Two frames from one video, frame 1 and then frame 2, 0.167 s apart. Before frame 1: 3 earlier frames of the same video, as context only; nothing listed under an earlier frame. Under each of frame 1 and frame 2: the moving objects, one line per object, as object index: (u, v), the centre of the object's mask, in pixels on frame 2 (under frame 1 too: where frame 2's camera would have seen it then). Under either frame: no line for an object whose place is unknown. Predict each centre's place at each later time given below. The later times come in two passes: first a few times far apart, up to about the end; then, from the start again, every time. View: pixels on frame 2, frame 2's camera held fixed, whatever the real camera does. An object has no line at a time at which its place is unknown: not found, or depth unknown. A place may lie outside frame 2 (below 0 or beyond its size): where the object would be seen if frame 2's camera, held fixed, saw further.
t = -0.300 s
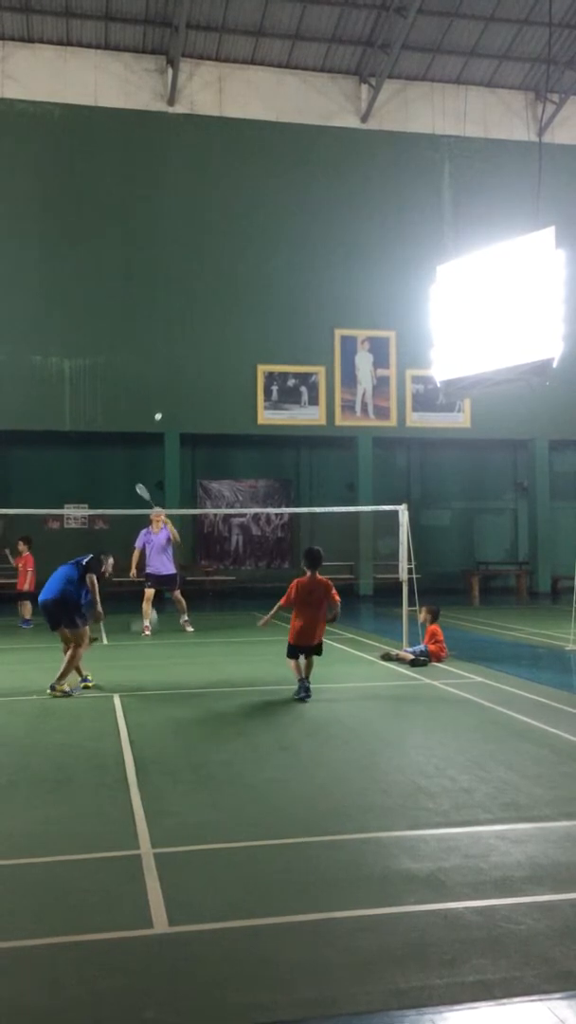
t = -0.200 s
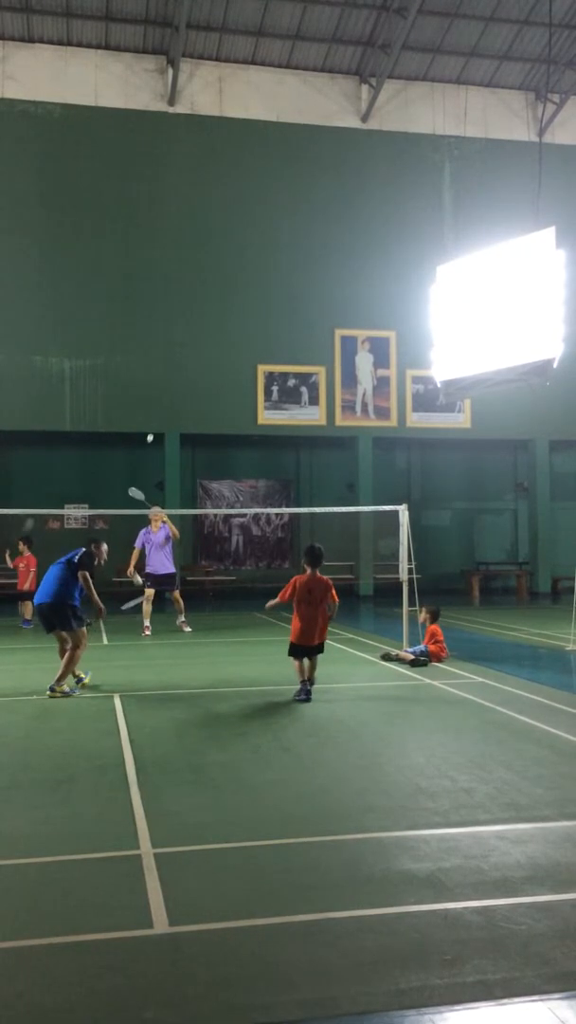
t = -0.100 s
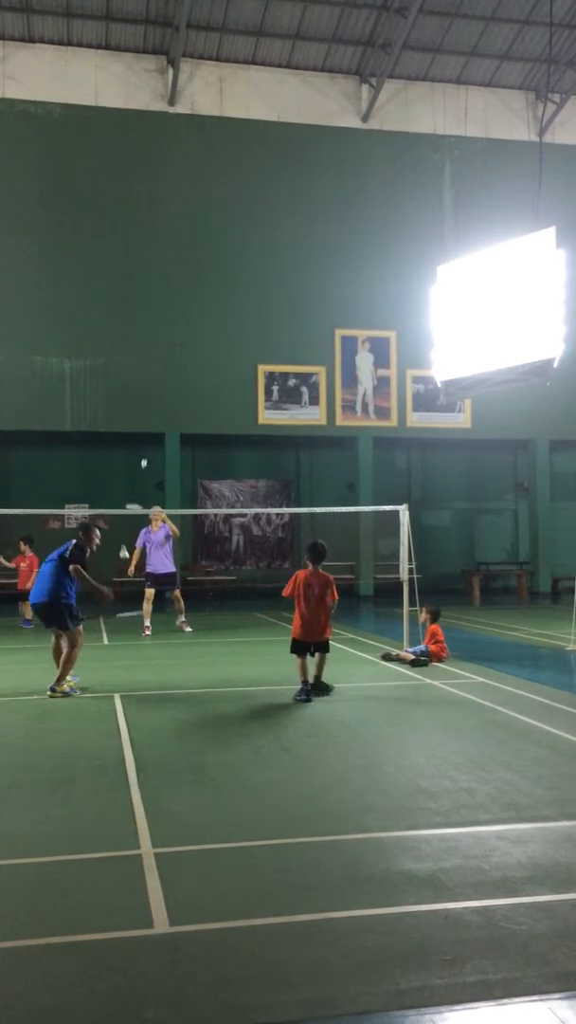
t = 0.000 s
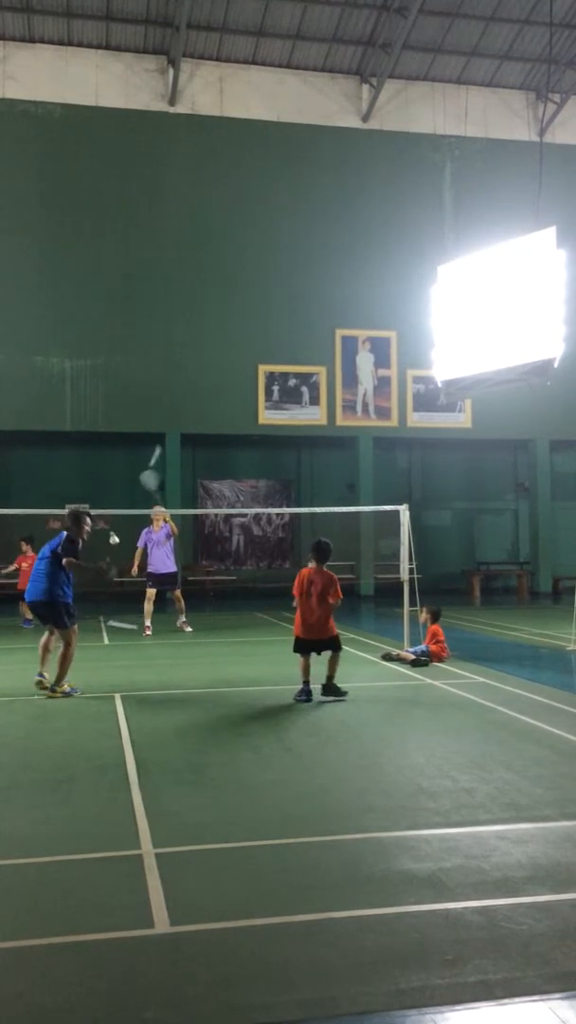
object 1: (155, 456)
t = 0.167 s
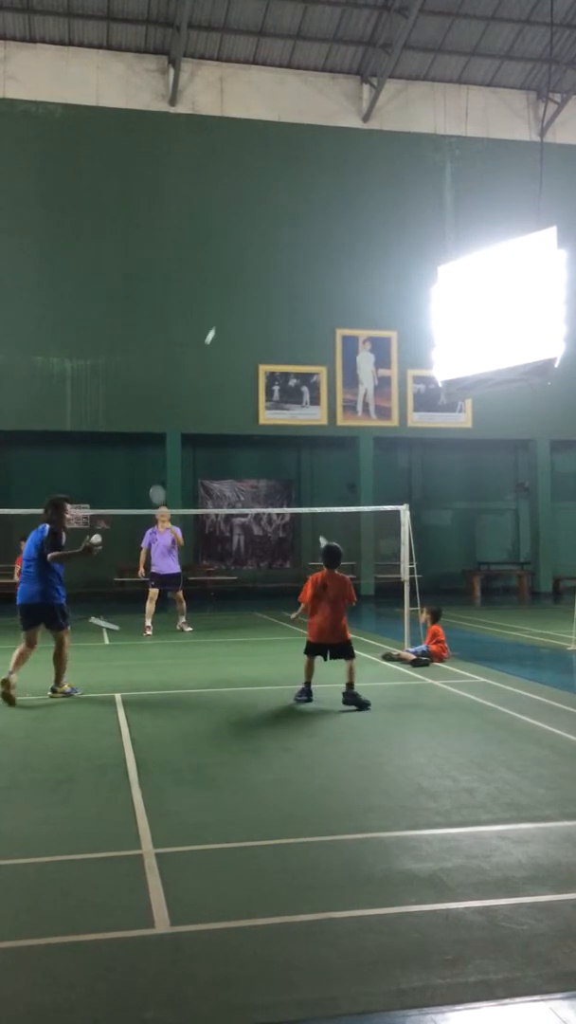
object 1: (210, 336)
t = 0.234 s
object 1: (229, 301)
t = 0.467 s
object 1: (288, 220)
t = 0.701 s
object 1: (341, 195)
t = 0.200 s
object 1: (220, 317)
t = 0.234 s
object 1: (229, 301)
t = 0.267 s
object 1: (238, 286)
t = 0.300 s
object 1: (246, 271)
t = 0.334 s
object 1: (255, 259)
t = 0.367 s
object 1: (263, 247)
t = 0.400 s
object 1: (272, 237)
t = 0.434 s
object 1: (280, 228)
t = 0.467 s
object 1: (288, 220)
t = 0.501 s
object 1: (296, 213)
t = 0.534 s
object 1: (304, 207)
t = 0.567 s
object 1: (311, 202)
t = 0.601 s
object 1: (319, 199)
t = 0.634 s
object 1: (327, 196)
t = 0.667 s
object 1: (334, 195)
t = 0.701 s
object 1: (341, 195)
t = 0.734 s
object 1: (348, 196)
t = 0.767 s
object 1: (356, 198)
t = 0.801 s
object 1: (363, 201)
